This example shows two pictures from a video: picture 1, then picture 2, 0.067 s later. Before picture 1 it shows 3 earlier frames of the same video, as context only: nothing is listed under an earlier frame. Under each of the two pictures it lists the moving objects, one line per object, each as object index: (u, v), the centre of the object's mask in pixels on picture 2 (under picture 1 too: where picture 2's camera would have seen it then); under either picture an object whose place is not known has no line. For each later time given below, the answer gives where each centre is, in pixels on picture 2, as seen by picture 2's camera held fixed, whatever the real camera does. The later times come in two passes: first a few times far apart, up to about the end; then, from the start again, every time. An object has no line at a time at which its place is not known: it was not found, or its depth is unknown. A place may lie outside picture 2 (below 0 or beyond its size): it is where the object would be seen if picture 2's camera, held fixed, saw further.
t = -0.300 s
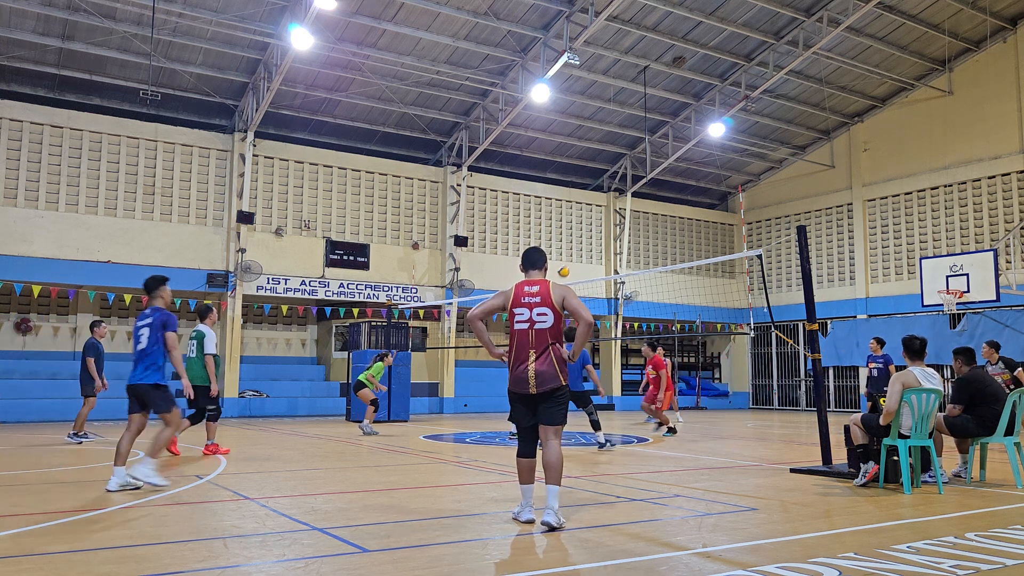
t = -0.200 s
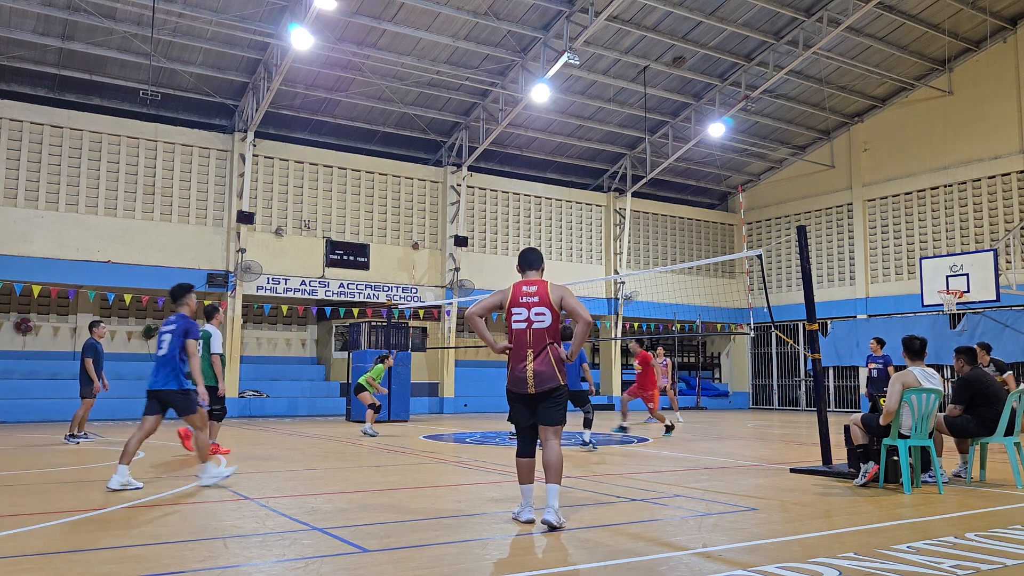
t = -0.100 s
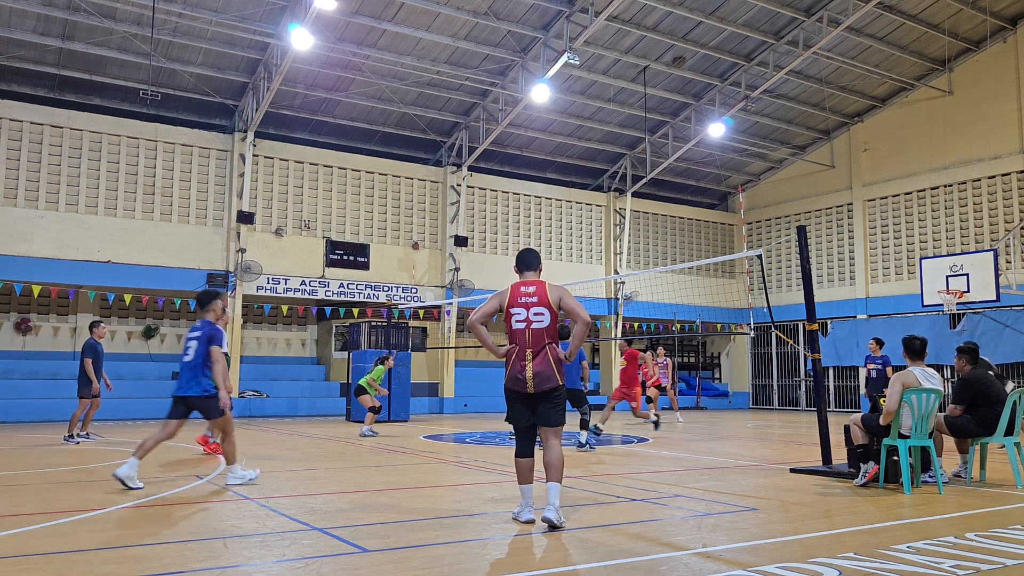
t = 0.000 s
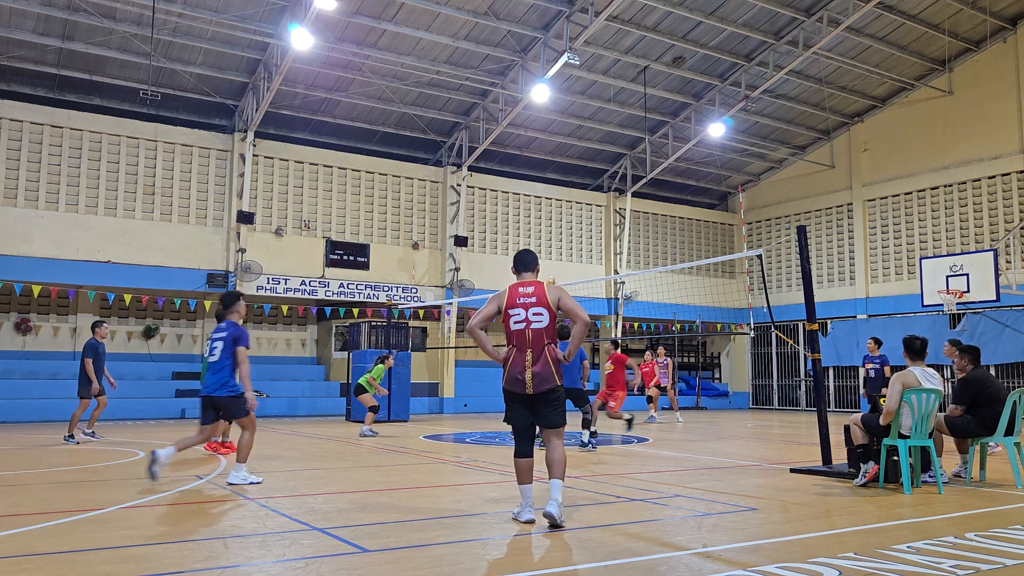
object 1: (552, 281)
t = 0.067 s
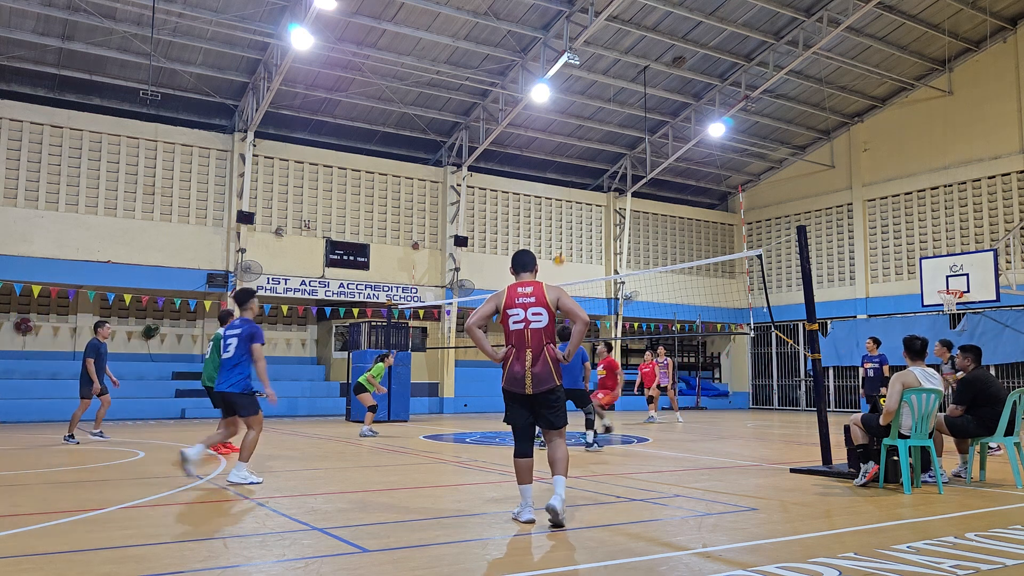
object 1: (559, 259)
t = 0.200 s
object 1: (574, 216)
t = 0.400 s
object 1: (596, 171)
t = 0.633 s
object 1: (624, 148)
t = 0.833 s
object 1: (648, 155)
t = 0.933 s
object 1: (661, 168)
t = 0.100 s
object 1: (562, 247)
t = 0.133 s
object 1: (566, 236)
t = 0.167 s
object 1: (570, 225)
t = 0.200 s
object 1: (574, 216)
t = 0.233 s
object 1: (578, 207)
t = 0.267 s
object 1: (581, 198)
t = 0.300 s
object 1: (585, 190)
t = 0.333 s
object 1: (589, 183)
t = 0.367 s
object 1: (592, 177)
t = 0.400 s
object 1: (596, 171)
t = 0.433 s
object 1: (600, 166)
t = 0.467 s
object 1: (604, 162)
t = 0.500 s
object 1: (608, 158)
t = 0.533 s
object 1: (612, 154)
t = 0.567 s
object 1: (616, 152)
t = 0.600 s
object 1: (620, 150)
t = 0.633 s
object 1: (624, 148)
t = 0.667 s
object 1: (628, 148)
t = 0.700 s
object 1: (632, 148)
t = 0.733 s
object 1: (636, 148)
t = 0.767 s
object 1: (640, 150)
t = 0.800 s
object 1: (644, 152)
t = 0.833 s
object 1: (648, 155)
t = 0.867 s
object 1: (653, 159)
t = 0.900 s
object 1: (657, 163)
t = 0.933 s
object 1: (661, 168)
